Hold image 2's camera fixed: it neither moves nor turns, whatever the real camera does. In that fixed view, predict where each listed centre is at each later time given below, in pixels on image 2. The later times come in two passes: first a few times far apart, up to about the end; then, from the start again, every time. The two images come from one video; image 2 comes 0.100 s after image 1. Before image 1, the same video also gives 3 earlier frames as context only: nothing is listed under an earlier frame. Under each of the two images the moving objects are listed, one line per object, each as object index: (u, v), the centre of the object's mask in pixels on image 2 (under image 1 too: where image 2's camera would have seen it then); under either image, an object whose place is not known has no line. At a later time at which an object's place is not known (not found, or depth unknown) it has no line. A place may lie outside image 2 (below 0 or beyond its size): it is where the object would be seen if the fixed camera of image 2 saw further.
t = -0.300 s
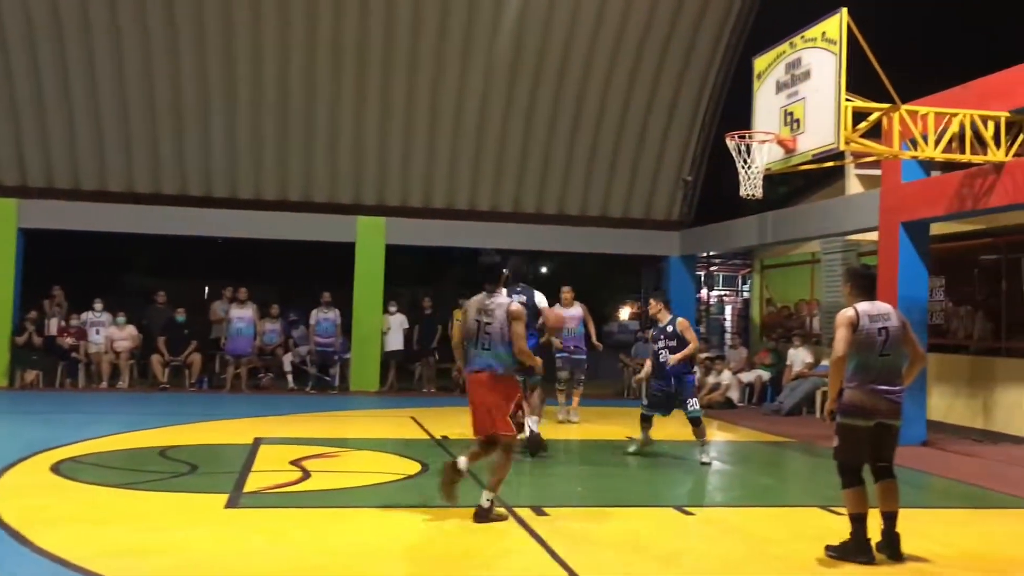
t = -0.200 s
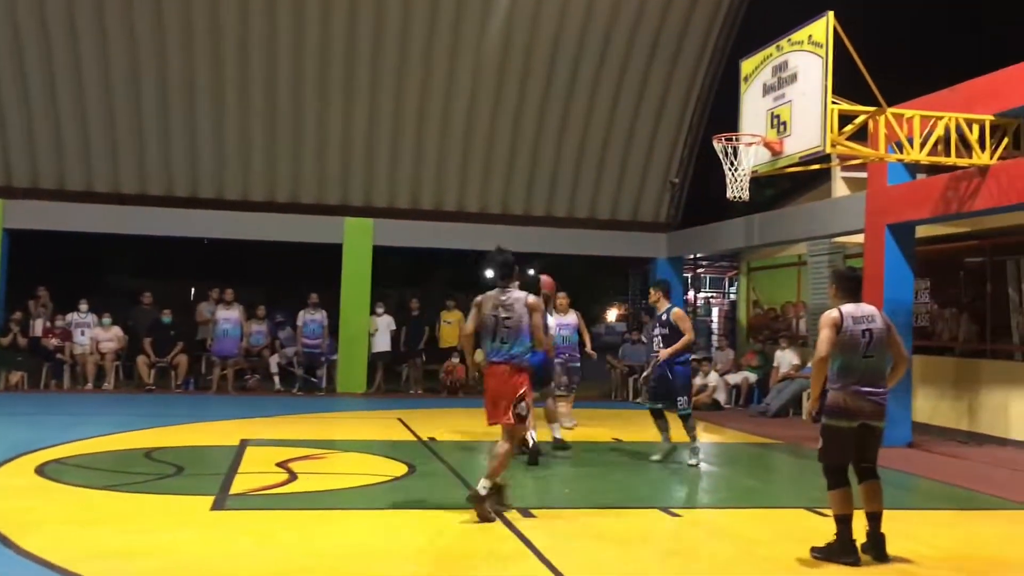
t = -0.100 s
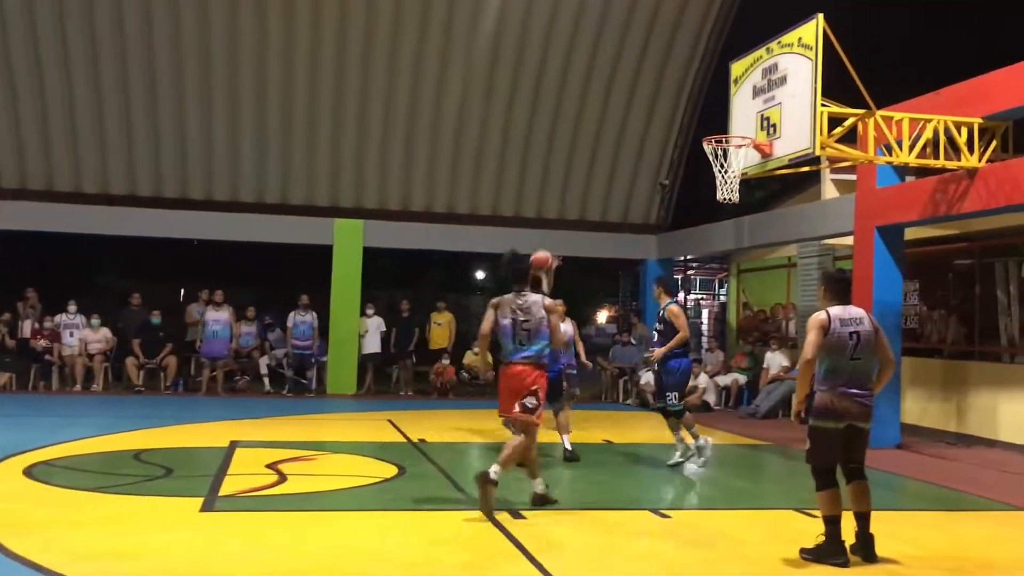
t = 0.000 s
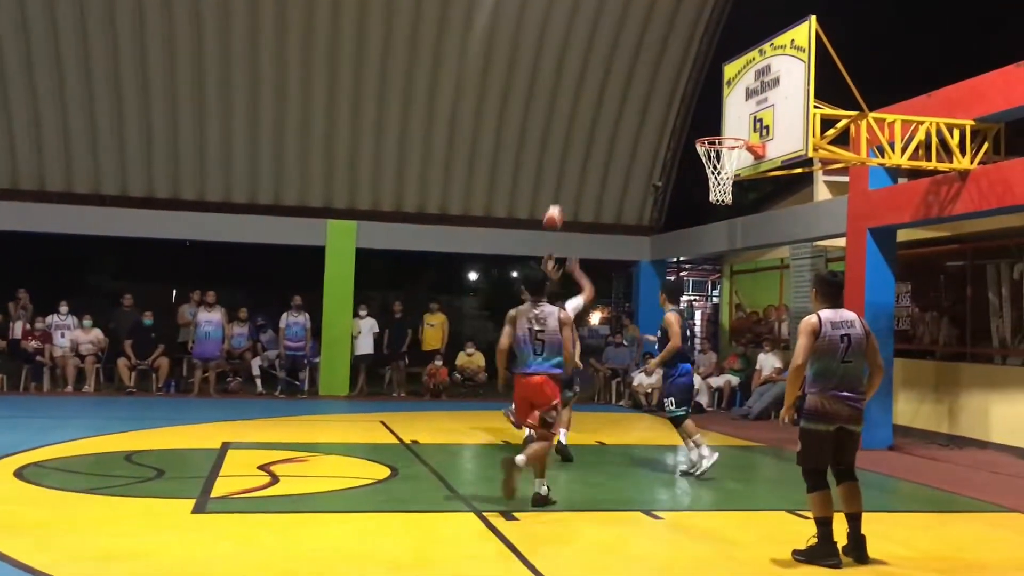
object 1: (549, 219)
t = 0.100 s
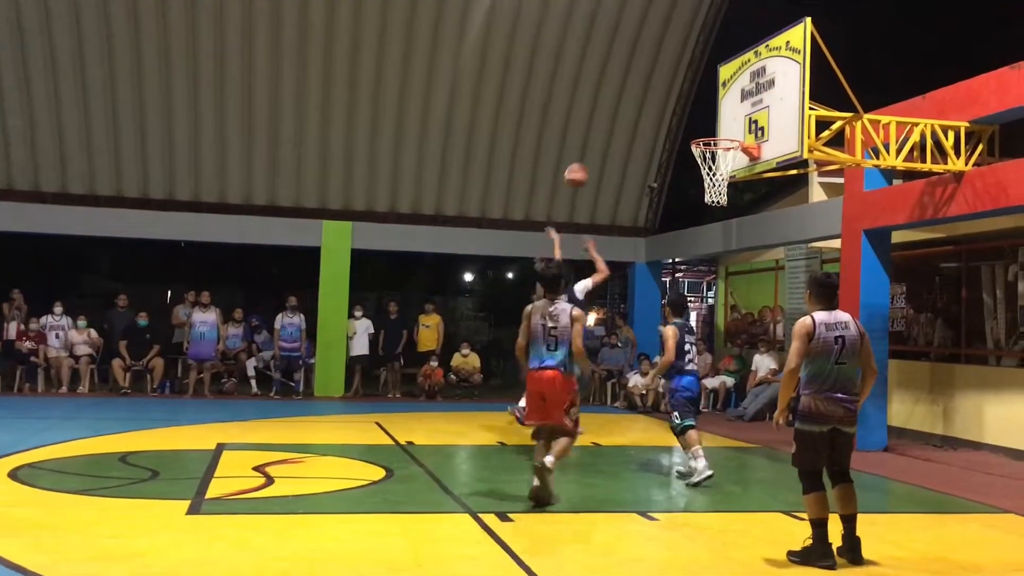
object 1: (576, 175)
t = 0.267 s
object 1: (622, 124)
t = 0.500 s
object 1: (684, 94)
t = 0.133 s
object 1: (585, 162)
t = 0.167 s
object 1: (595, 152)
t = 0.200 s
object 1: (604, 141)
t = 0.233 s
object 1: (613, 131)
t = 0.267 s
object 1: (622, 124)
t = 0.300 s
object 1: (630, 116)
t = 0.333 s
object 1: (639, 109)
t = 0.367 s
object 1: (648, 105)
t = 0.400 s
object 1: (656, 100)
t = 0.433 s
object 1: (666, 96)
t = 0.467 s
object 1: (674, 95)
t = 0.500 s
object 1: (684, 94)
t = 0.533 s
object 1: (693, 95)
